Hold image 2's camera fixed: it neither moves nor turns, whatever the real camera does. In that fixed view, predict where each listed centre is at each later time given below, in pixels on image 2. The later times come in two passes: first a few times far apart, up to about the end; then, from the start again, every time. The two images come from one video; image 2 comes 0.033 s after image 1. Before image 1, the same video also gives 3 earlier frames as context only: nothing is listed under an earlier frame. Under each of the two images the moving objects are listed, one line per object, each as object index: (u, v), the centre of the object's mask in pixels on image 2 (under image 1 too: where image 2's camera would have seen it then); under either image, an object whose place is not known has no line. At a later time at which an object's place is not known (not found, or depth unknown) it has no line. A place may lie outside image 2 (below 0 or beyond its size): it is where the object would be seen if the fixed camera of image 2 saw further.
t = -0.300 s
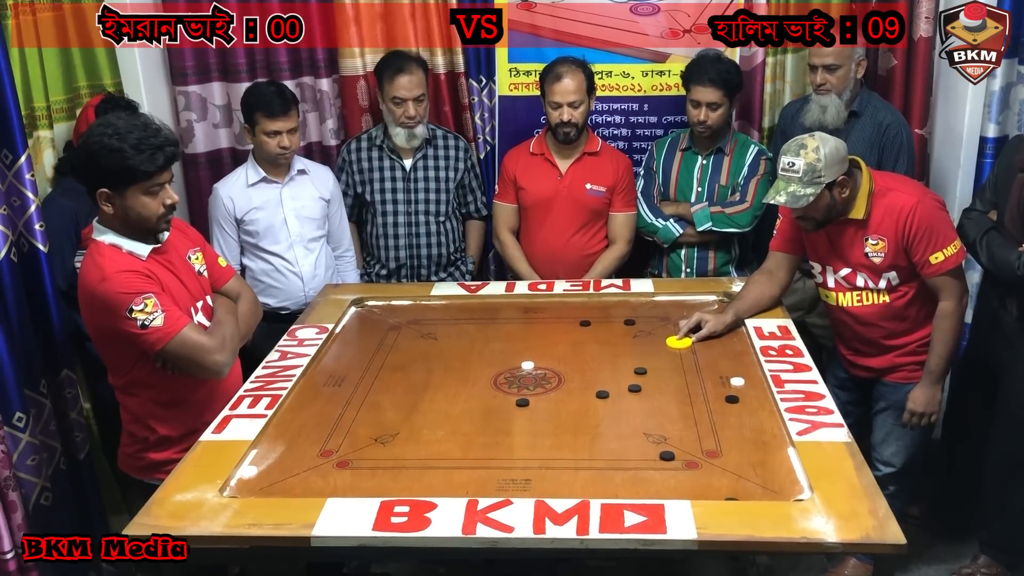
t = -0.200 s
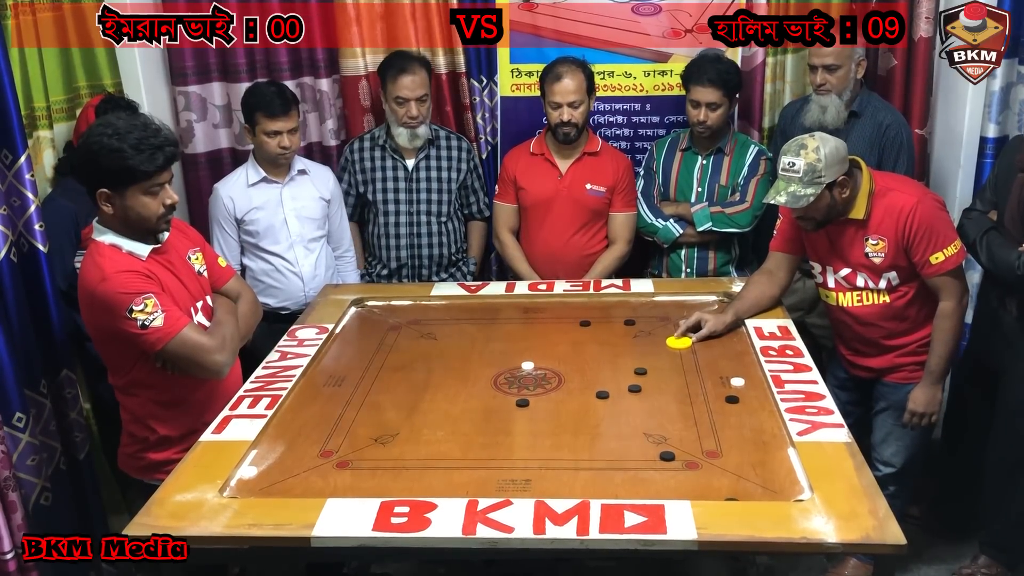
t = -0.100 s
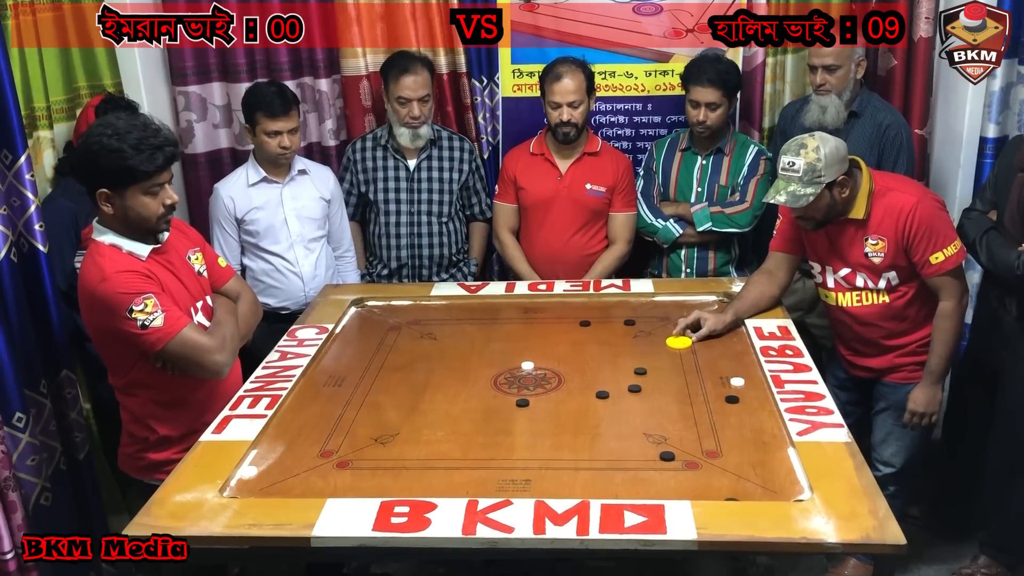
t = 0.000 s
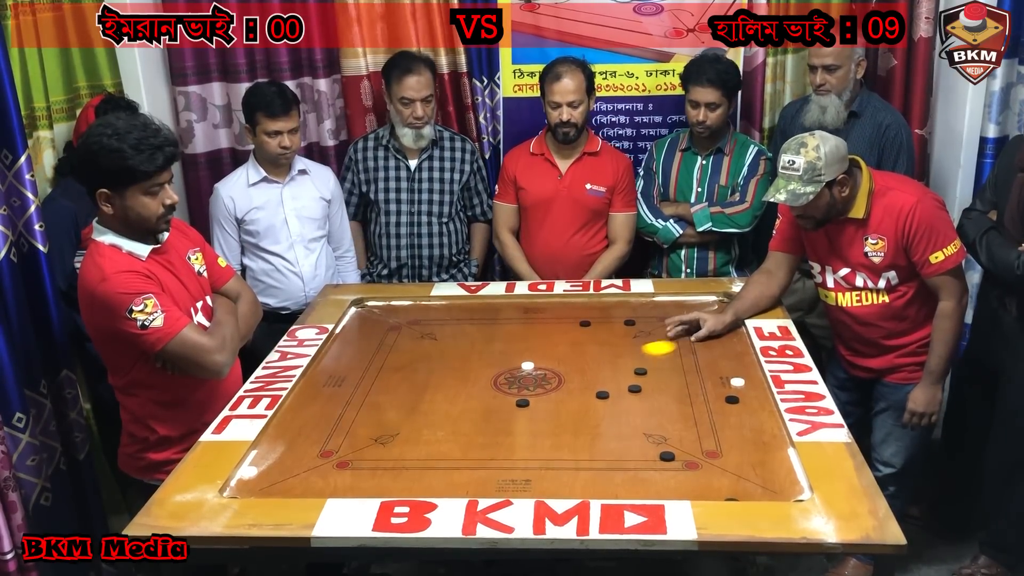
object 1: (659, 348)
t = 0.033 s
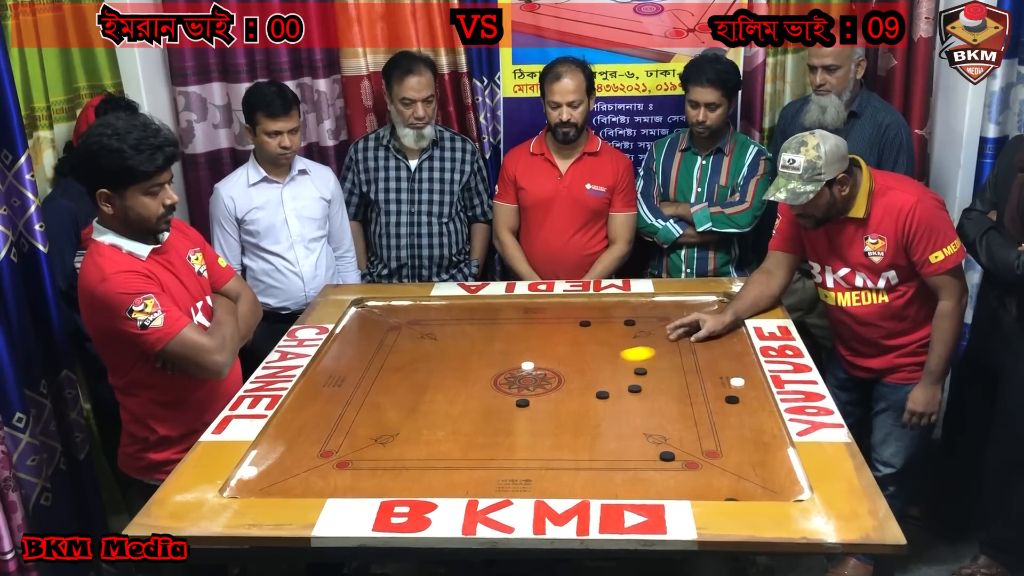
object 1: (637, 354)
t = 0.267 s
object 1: (486, 397)
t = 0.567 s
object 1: (282, 456)
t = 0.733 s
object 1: (253, 473)
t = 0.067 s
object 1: (616, 360)
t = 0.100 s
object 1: (595, 366)
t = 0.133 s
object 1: (573, 372)
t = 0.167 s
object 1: (551, 379)
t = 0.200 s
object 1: (530, 384)
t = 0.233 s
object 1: (508, 390)
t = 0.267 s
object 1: (486, 397)
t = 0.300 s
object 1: (464, 403)
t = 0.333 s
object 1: (442, 410)
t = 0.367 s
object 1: (420, 416)
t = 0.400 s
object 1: (397, 423)
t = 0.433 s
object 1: (374, 430)
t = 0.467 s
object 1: (351, 436)
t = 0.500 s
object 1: (328, 443)
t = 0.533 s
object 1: (305, 449)
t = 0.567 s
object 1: (282, 456)
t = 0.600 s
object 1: (263, 462)
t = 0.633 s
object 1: (258, 465)
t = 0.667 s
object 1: (257, 468)
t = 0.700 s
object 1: (255, 471)
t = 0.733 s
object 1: (253, 473)
